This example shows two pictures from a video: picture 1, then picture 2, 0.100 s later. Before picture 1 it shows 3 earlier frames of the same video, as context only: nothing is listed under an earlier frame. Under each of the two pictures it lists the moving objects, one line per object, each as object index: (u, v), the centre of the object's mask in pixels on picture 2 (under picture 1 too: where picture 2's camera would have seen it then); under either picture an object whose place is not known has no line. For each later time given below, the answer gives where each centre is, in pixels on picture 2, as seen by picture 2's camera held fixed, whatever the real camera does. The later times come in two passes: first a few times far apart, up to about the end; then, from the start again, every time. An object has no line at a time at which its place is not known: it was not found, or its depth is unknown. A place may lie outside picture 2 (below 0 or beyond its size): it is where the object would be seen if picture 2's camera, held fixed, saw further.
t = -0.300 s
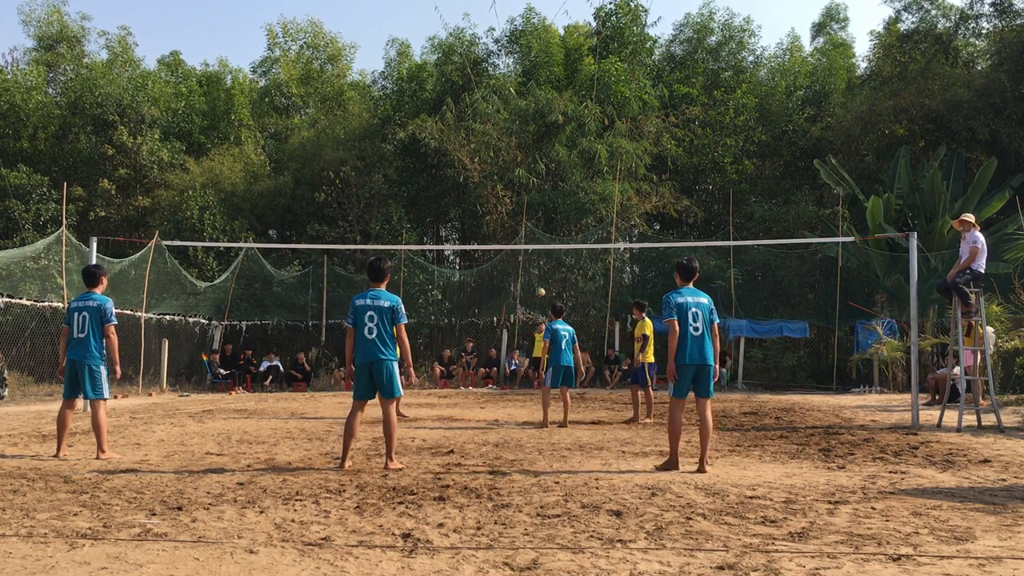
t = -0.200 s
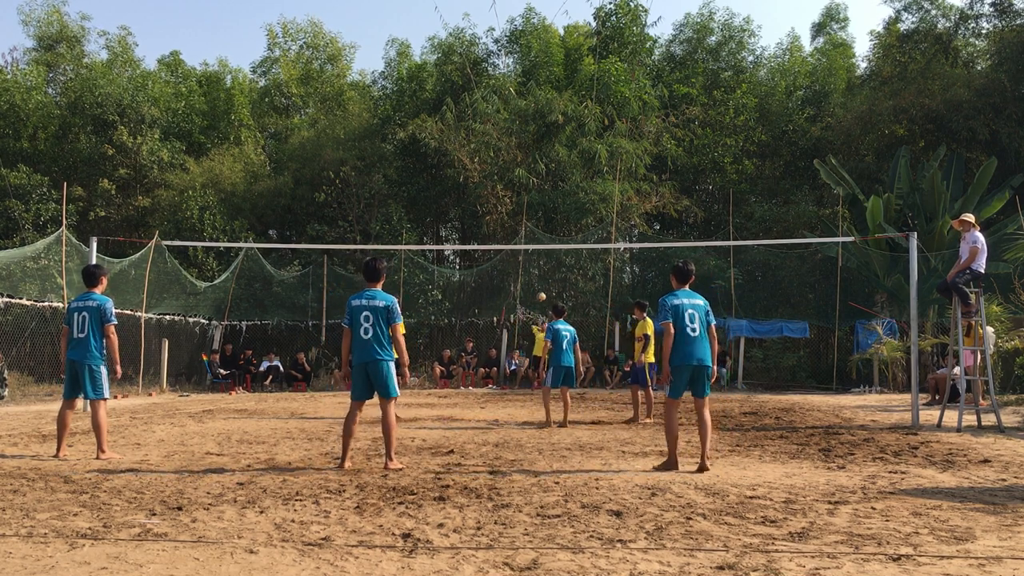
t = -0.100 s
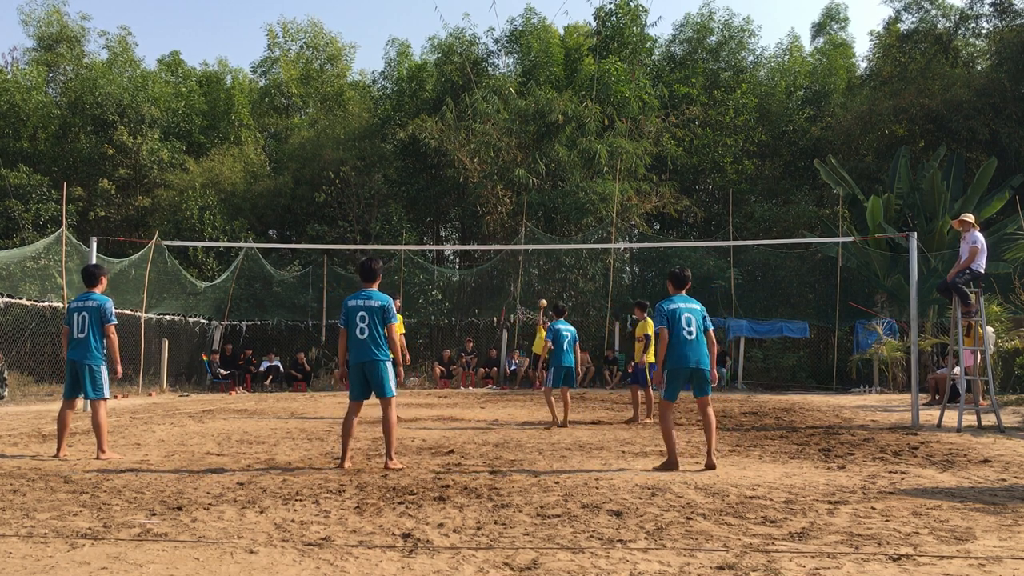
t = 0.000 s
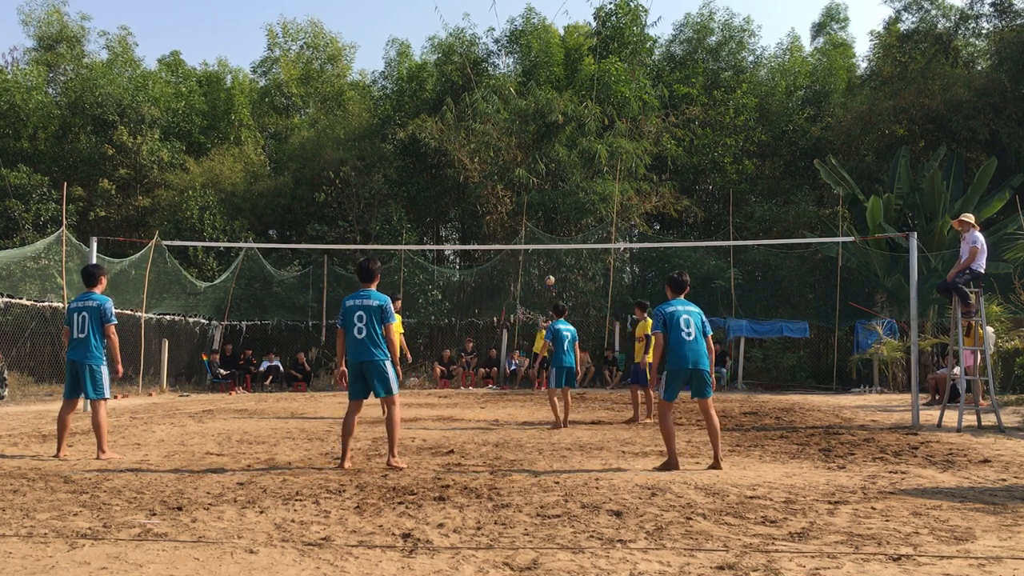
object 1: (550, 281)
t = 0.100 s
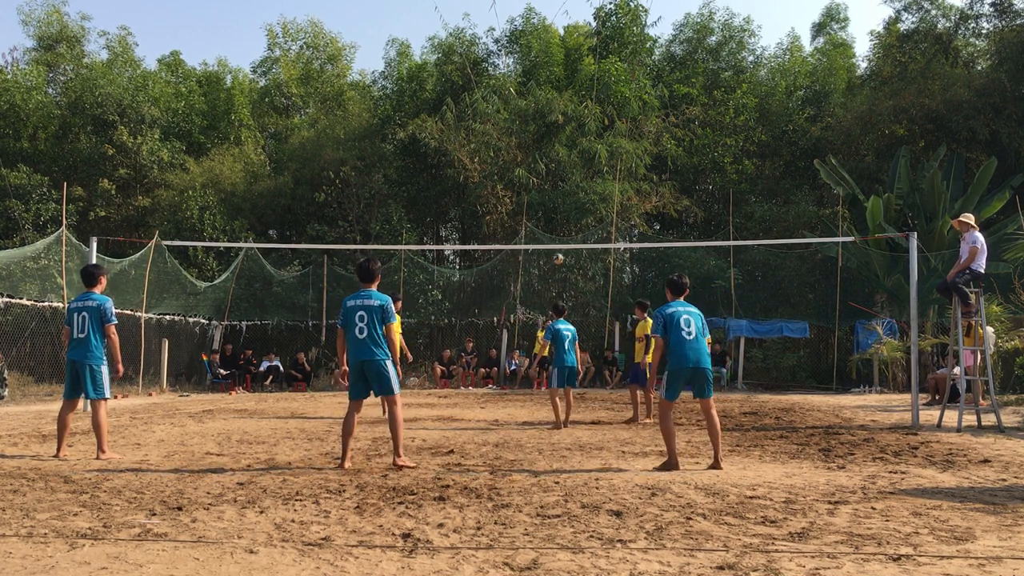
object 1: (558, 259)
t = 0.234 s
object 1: (573, 233)
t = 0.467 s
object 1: (612, 206)
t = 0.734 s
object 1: (676, 213)
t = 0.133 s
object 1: (561, 252)
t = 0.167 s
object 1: (566, 242)
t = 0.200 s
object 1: (569, 239)
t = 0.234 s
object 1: (573, 233)
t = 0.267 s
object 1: (578, 228)
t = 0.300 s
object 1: (583, 223)
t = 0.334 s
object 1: (588, 219)
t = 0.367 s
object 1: (593, 215)
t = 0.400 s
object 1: (599, 212)
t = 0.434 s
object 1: (605, 209)
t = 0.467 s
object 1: (612, 206)
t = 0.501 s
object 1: (618, 205)
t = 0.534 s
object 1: (625, 204)
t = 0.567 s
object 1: (632, 203)
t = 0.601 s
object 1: (640, 204)
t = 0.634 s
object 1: (648, 204)
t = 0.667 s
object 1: (658, 206)
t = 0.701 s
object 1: (666, 209)
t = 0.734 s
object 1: (676, 213)
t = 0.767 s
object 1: (686, 217)
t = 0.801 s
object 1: (697, 222)
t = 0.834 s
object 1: (709, 230)
